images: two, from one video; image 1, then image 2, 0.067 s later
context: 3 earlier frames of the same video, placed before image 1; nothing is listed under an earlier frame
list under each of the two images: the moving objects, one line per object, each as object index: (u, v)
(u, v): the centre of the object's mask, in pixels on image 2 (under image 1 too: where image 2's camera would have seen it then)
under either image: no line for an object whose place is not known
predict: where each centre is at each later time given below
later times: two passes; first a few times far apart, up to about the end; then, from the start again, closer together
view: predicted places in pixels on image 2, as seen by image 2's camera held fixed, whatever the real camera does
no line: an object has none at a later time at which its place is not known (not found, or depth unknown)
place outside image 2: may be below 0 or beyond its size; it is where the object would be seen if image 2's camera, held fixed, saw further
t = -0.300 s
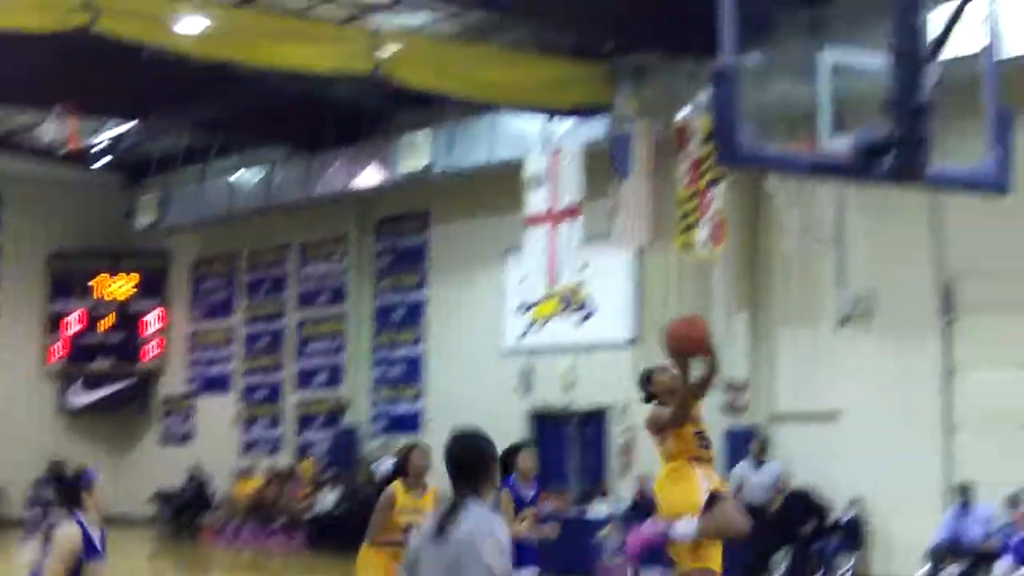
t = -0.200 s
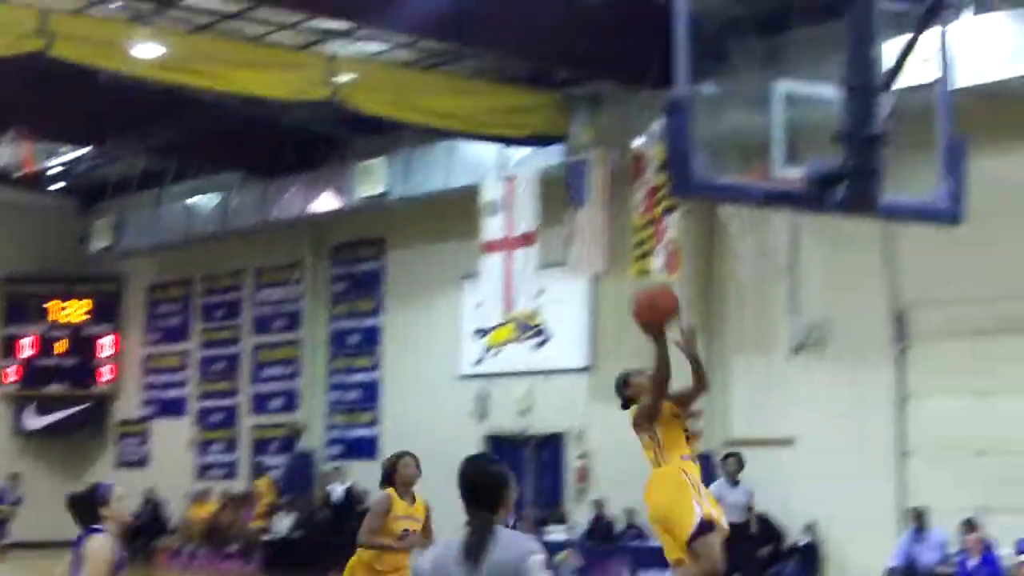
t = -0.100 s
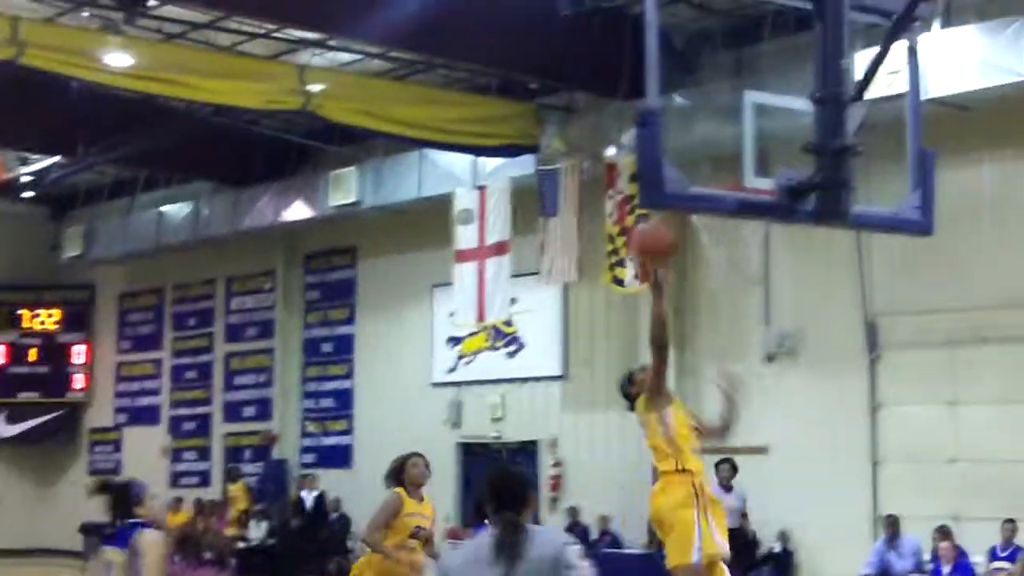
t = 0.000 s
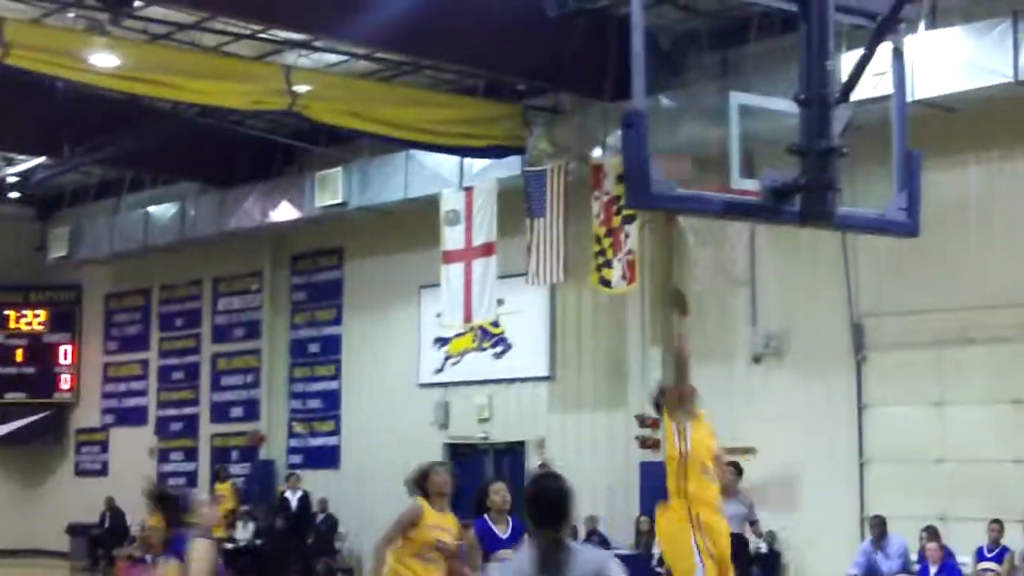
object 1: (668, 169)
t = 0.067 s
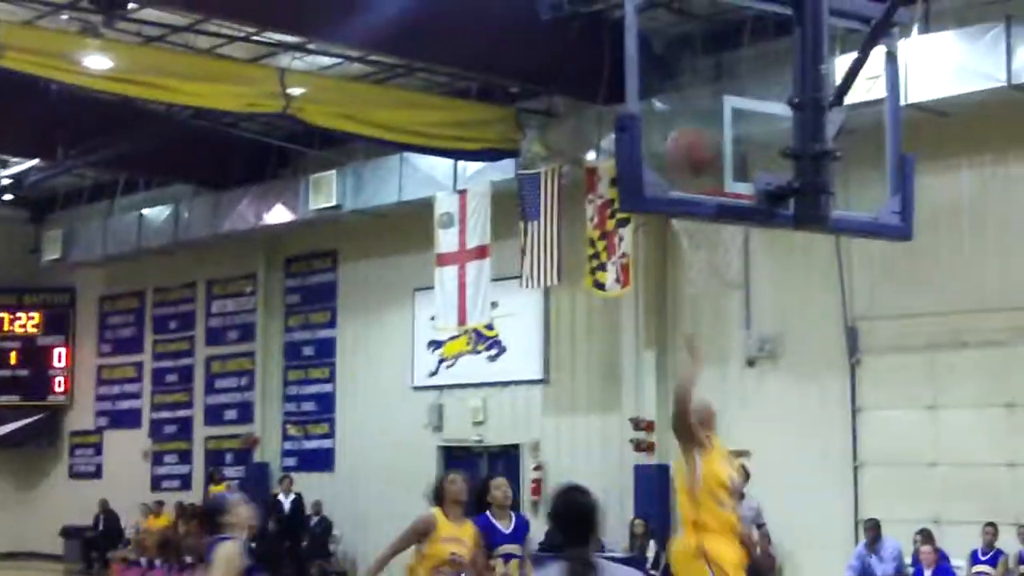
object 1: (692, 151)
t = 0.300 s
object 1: (687, 135)
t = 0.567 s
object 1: (704, 178)
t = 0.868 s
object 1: (745, 283)
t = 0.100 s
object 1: (697, 140)
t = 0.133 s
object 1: (699, 131)
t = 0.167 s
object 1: (697, 128)
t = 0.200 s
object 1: (694, 127)
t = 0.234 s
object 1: (693, 128)
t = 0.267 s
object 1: (691, 128)
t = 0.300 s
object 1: (687, 135)
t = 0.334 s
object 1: (685, 139)
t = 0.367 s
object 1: (681, 149)
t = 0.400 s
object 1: (681, 165)
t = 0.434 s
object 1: (680, 170)
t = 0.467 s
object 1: (685, 172)
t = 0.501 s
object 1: (691, 173)
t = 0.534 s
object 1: (697, 175)
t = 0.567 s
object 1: (704, 178)
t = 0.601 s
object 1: (706, 180)
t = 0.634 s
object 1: (709, 184)
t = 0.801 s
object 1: (742, 259)
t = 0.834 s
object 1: (745, 268)
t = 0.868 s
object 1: (745, 283)
